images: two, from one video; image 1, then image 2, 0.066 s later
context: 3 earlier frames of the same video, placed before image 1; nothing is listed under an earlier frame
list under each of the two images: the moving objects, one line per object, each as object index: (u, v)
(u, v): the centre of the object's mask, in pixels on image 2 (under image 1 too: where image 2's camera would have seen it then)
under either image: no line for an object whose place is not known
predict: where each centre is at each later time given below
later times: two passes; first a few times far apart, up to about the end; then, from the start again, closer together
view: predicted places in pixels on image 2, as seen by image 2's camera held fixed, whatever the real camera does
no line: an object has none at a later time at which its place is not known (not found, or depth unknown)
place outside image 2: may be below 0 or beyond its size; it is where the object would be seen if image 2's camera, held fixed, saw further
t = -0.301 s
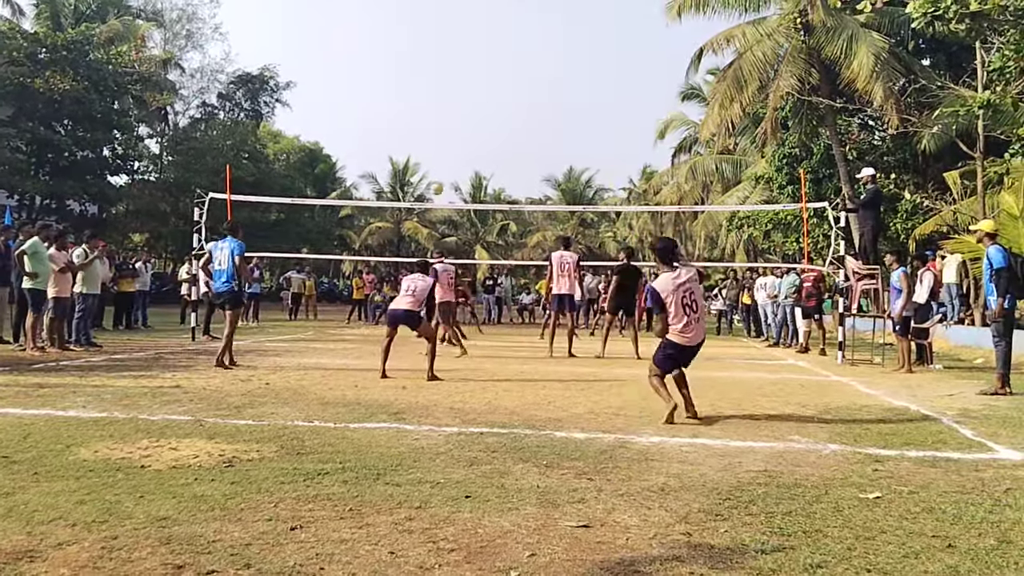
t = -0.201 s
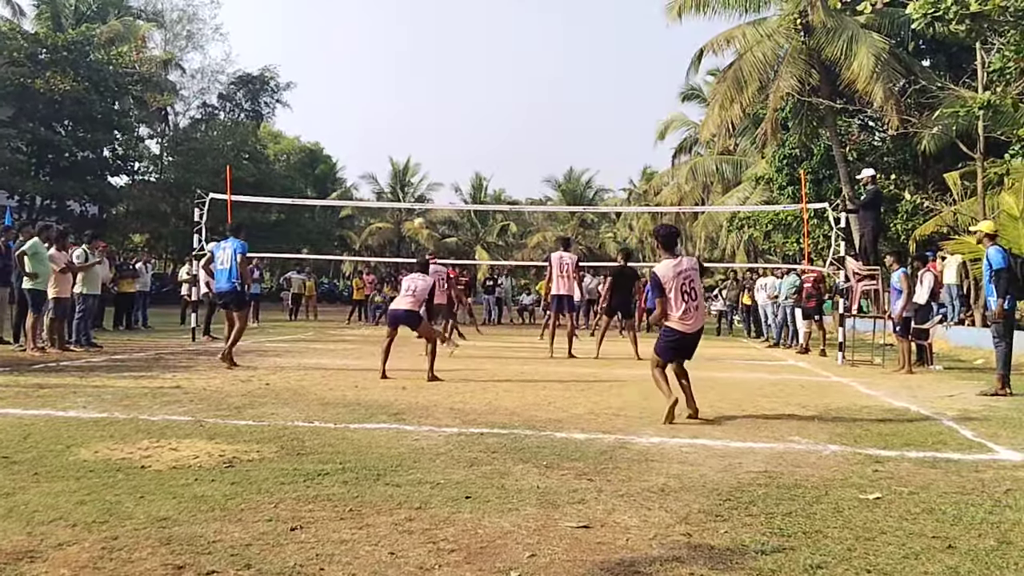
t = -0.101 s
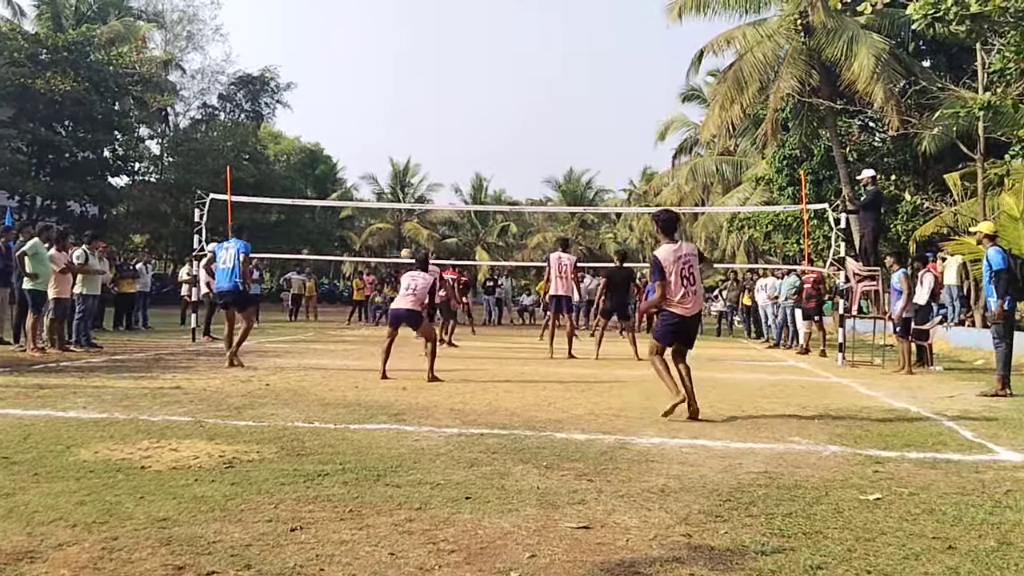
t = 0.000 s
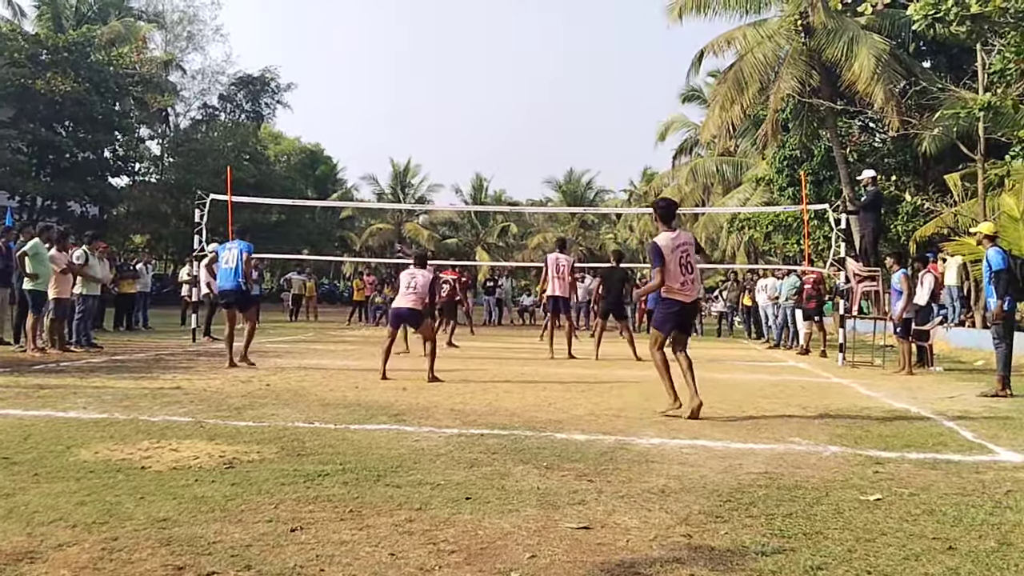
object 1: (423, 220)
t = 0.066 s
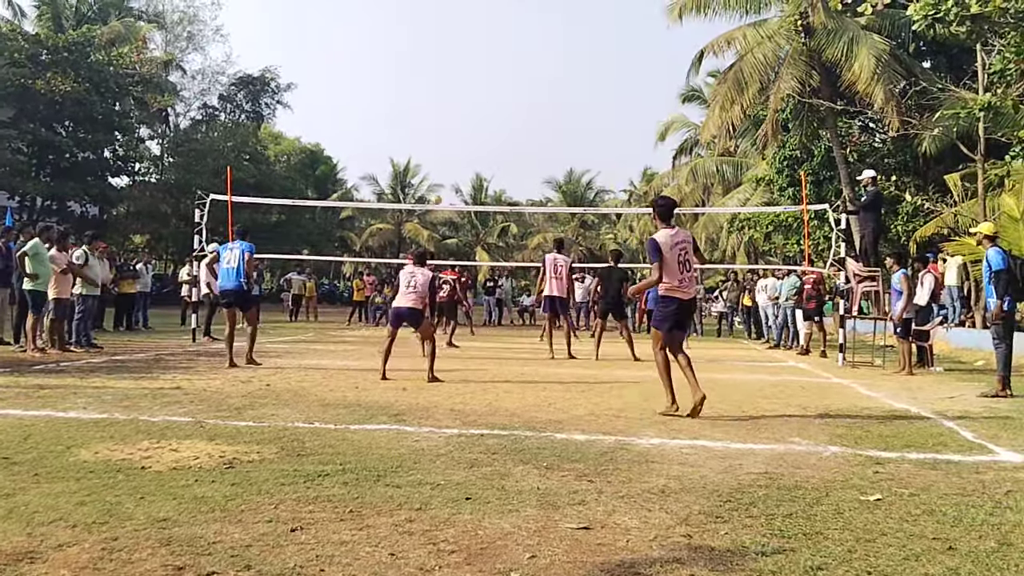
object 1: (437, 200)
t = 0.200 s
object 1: (460, 166)
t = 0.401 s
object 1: (498, 131)
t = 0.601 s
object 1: (536, 116)
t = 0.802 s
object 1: (575, 123)
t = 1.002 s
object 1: (617, 153)
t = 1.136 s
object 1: (643, 186)
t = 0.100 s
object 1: (442, 191)
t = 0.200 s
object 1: (460, 166)
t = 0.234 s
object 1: (466, 158)
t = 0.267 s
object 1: (472, 152)
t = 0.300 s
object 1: (479, 146)
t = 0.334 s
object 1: (485, 140)
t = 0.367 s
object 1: (491, 135)
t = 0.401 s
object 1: (498, 131)
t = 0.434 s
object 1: (504, 127)
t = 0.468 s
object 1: (510, 123)
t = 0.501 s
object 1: (517, 120)
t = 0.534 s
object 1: (523, 118)
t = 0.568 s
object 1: (529, 117)
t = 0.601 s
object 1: (536, 116)
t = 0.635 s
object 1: (542, 116)
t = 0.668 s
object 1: (549, 115)
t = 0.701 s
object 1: (555, 116)
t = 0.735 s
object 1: (562, 118)
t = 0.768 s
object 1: (569, 119)
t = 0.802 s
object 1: (575, 123)
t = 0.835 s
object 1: (582, 126)
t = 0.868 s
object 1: (588, 130)
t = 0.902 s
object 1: (596, 135)
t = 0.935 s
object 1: (603, 140)
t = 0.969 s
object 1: (610, 147)
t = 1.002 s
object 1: (617, 153)
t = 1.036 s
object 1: (623, 161)
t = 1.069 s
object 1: (629, 169)
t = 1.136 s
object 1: (643, 186)
